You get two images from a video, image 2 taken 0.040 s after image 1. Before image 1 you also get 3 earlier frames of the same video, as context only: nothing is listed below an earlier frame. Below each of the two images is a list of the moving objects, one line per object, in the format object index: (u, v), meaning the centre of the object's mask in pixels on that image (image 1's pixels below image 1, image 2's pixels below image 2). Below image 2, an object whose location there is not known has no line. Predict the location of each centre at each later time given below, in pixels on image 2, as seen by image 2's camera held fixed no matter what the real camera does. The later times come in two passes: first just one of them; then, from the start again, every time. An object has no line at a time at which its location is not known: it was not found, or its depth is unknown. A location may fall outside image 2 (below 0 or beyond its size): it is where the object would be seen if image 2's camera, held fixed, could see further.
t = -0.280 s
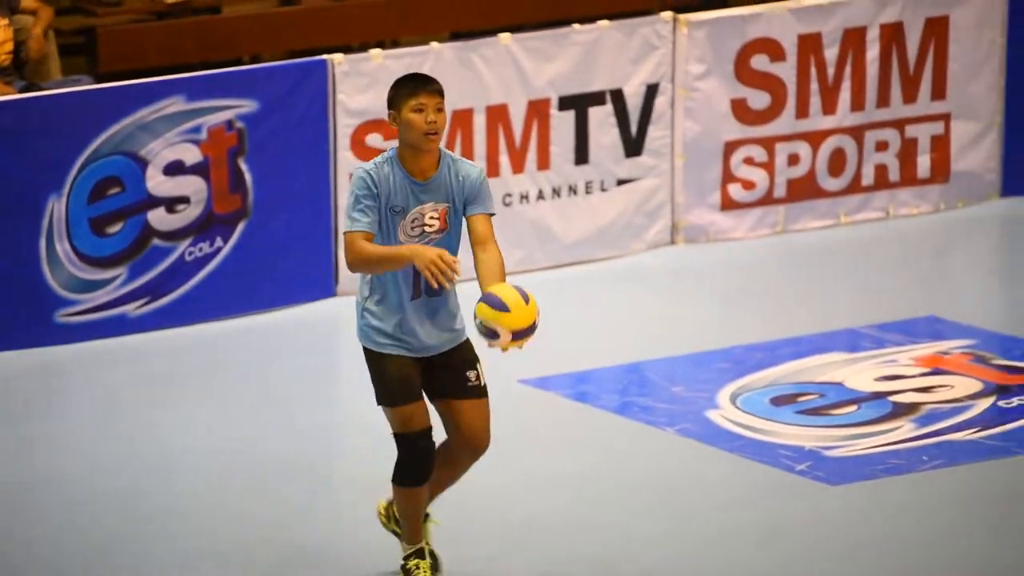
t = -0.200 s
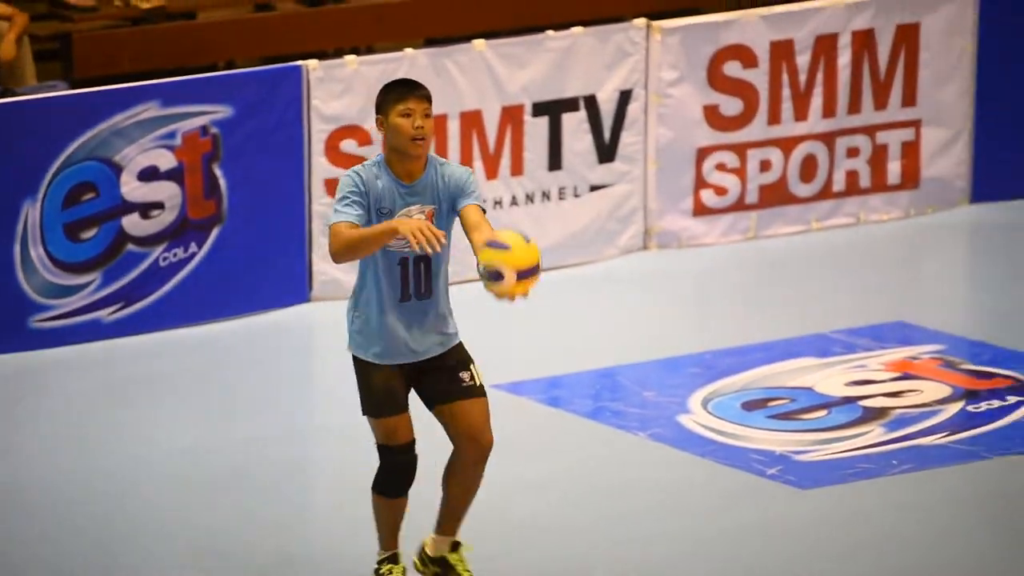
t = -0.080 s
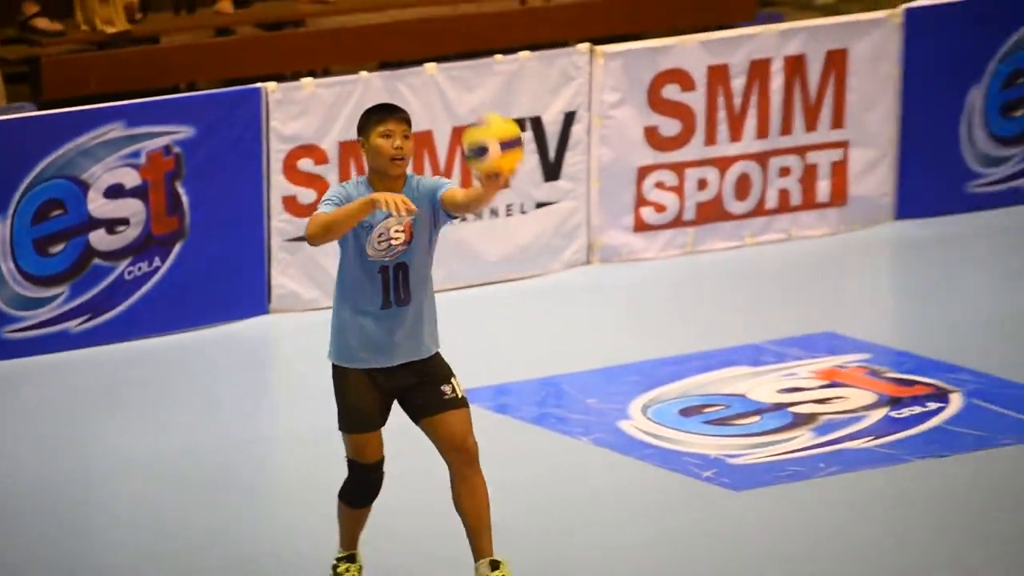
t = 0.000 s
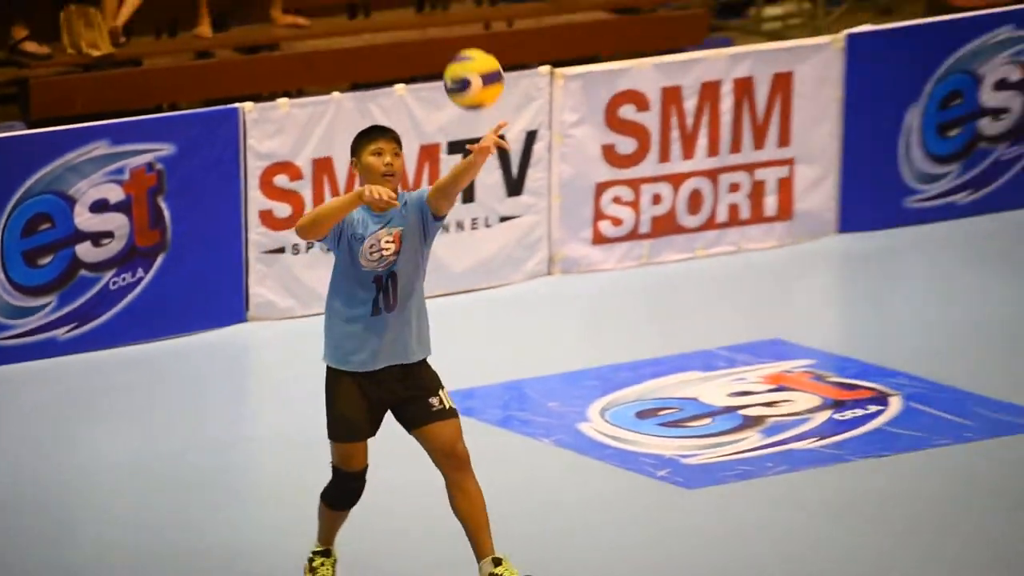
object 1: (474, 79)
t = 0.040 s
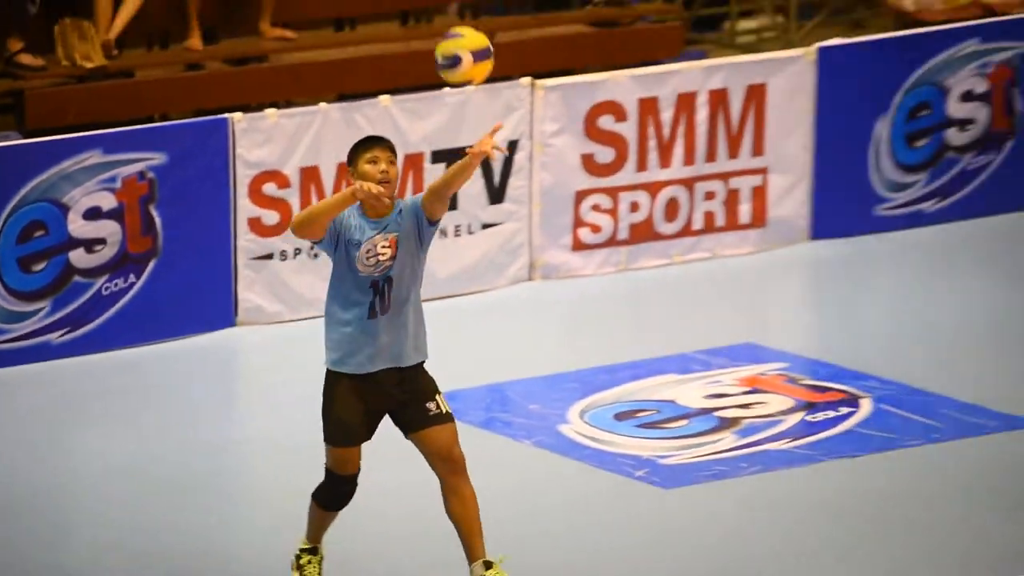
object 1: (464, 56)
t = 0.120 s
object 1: (478, -1)
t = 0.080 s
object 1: (470, 24)
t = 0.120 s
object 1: (478, -1)
